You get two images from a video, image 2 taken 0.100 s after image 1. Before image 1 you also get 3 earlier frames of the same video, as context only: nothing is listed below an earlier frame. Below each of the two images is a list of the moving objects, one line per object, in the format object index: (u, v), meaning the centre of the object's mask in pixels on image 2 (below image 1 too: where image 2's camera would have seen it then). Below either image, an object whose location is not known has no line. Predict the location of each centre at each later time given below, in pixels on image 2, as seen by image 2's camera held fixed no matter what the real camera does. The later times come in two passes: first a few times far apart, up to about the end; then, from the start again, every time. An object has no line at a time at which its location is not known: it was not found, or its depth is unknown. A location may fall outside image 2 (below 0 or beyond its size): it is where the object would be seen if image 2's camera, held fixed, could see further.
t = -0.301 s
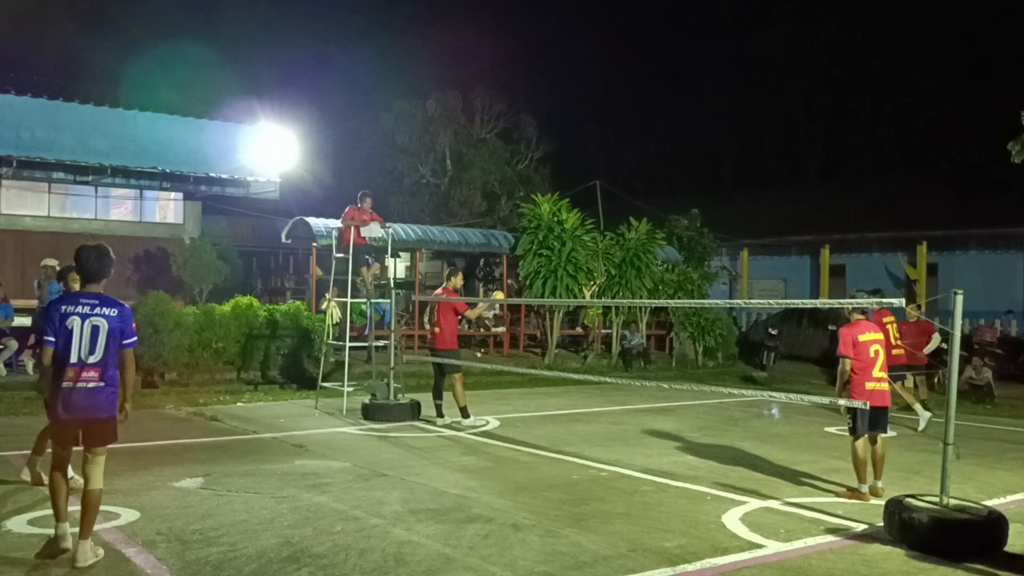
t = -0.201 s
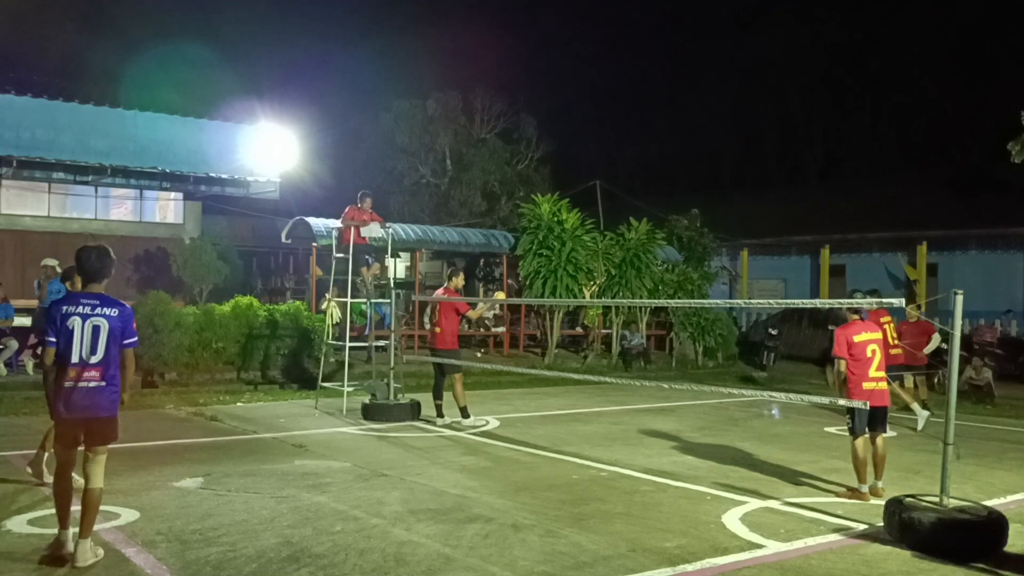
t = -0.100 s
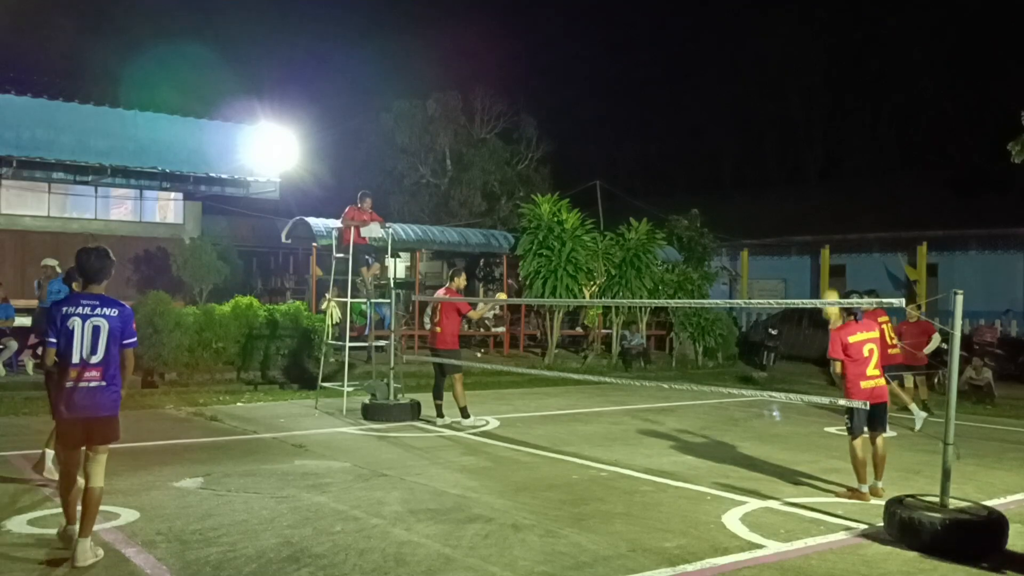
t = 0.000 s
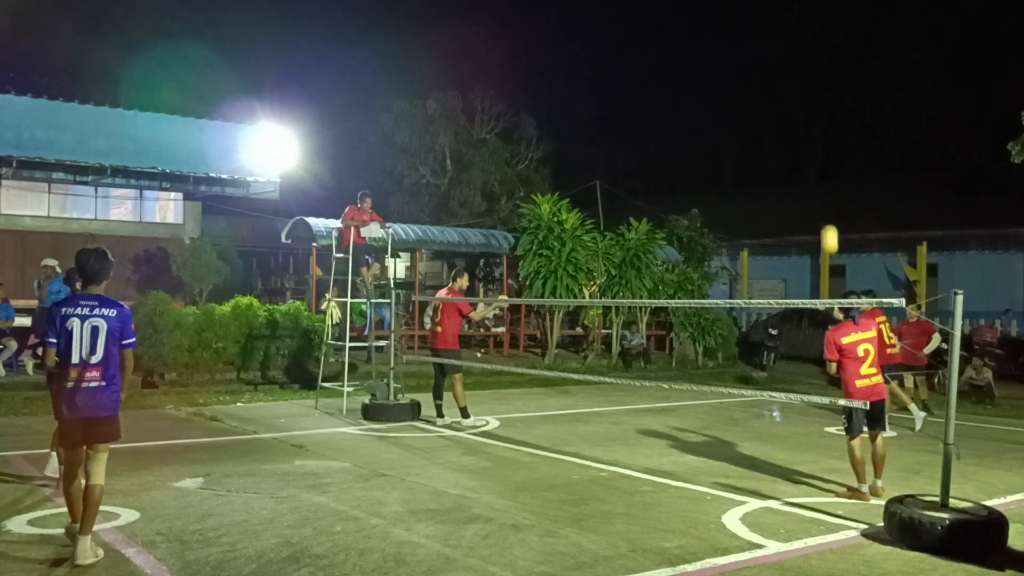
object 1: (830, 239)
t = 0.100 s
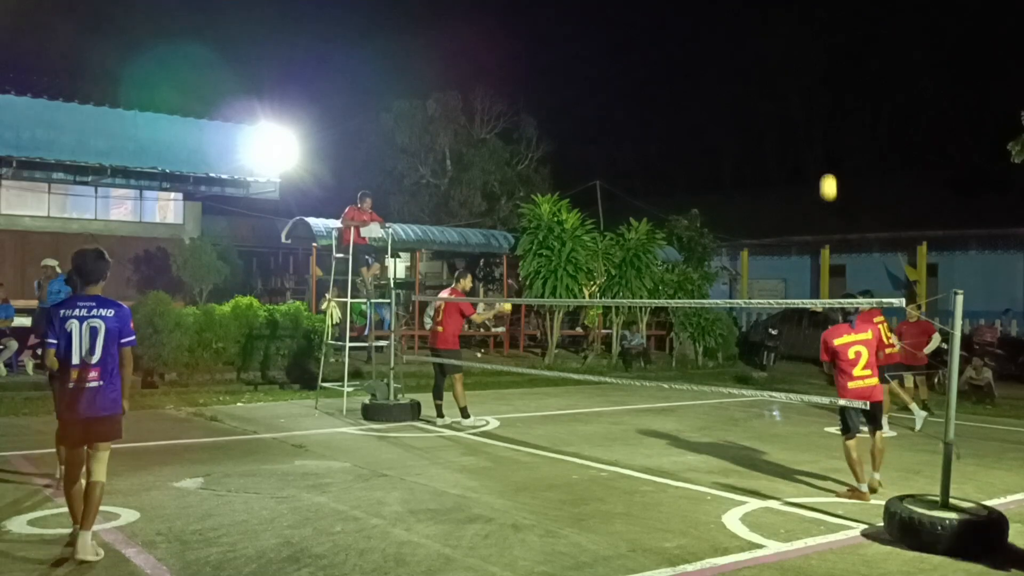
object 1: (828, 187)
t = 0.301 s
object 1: (825, 118)
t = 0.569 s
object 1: (820, 96)
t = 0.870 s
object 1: (814, 166)
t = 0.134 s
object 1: (828, 173)
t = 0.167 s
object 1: (827, 160)
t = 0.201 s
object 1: (827, 147)
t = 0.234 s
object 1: (826, 136)
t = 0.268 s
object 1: (826, 126)
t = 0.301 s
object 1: (825, 118)
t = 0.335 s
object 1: (825, 110)
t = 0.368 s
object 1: (824, 105)
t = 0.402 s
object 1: (824, 100)
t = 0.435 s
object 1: (823, 96)
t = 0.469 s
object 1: (822, 94)
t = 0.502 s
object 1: (822, 94)
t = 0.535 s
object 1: (821, 94)
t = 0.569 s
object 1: (820, 96)
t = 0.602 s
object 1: (820, 99)
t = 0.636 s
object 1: (819, 103)
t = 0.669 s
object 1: (818, 108)
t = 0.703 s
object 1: (818, 115)
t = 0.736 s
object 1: (817, 123)
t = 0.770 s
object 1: (816, 131)
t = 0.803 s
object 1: (815, 142)
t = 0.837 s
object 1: (815, 153)
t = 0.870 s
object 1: (814, 166)
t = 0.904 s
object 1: (813, 180)
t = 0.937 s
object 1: (812, 194)
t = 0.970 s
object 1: (812, 211)
